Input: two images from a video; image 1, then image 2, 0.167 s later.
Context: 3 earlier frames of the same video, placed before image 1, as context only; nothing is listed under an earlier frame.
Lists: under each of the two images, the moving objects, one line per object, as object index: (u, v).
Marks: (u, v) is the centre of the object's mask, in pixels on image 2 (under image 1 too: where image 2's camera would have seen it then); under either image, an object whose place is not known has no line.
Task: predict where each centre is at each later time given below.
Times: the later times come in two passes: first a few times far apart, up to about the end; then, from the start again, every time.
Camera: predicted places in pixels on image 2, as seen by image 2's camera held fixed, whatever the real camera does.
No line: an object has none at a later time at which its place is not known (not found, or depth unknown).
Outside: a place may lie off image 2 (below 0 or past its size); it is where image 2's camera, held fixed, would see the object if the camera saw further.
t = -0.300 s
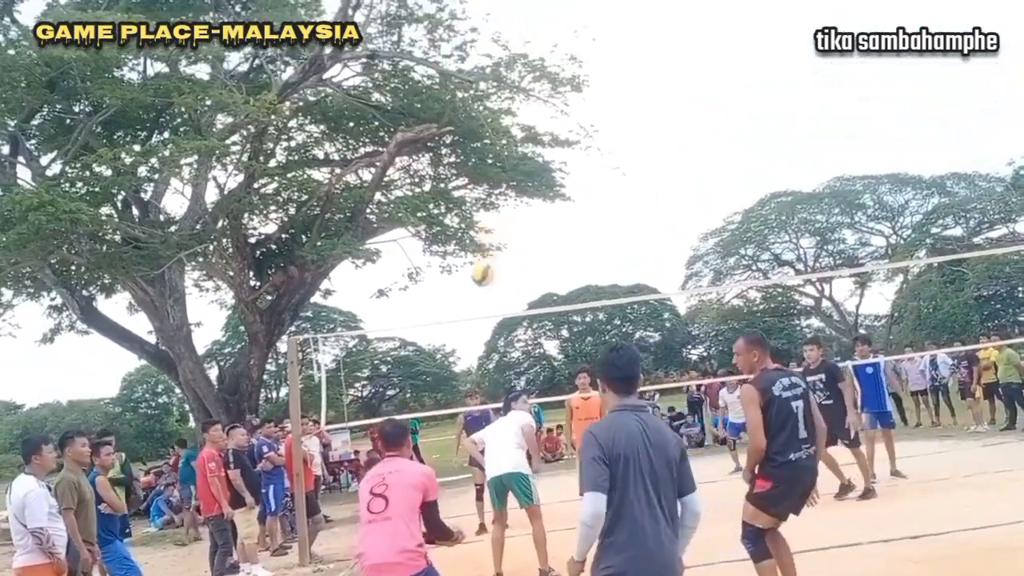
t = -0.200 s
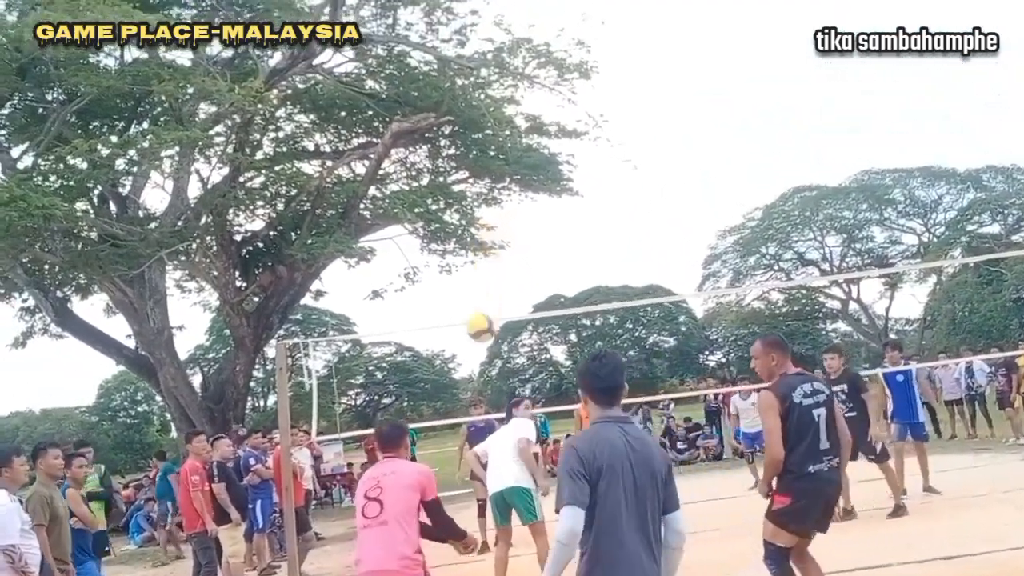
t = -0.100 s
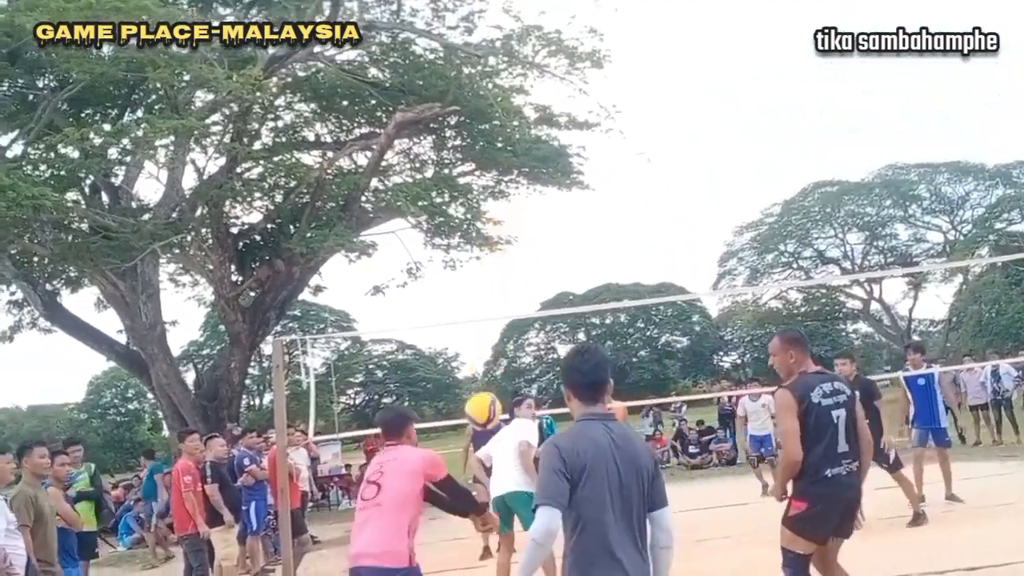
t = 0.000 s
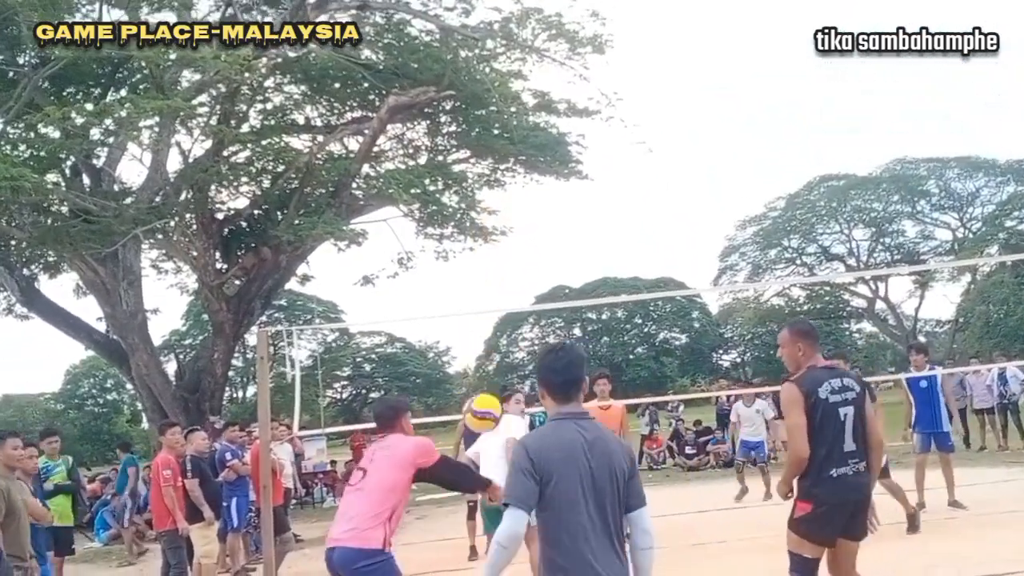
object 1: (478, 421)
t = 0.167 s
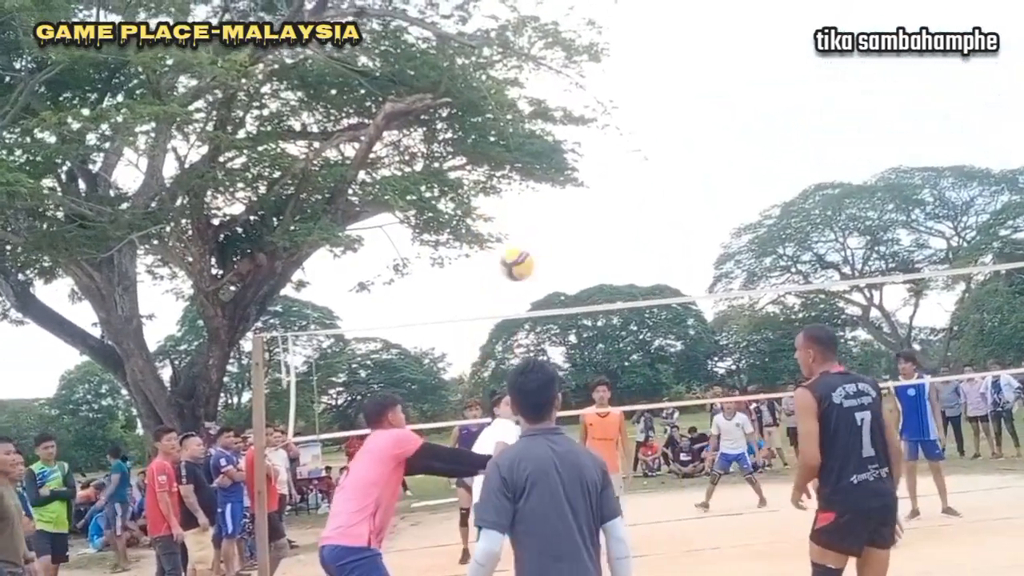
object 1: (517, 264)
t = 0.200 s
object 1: (523, 241)
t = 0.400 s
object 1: (567, 152)
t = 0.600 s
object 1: (611, 126)
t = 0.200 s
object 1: (523, 241)
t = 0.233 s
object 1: (531, 223)
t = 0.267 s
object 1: (540, 201)
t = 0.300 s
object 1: (546, 186)
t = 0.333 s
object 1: (554, 171)
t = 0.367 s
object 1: (560, 159)
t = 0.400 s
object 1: (567, 152)
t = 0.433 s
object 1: (575, 142)
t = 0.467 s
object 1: (582, 137)
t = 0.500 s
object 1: (590, 130)
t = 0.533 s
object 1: (598, 129)
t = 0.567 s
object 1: (604, 127)
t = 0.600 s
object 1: (611, 126)
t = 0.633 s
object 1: (618, 129)
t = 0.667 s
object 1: (626, 130)
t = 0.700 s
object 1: (633, 136)
